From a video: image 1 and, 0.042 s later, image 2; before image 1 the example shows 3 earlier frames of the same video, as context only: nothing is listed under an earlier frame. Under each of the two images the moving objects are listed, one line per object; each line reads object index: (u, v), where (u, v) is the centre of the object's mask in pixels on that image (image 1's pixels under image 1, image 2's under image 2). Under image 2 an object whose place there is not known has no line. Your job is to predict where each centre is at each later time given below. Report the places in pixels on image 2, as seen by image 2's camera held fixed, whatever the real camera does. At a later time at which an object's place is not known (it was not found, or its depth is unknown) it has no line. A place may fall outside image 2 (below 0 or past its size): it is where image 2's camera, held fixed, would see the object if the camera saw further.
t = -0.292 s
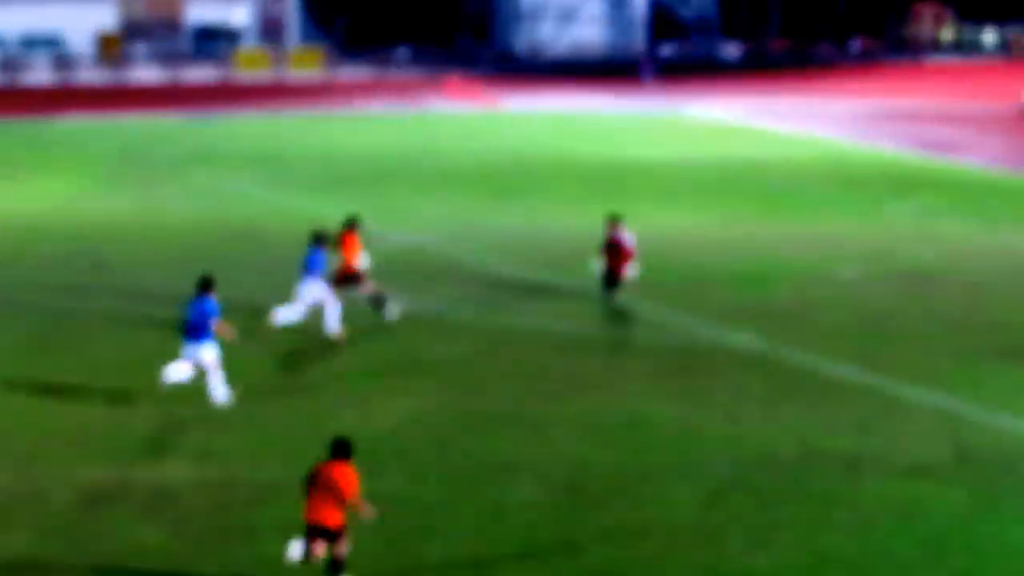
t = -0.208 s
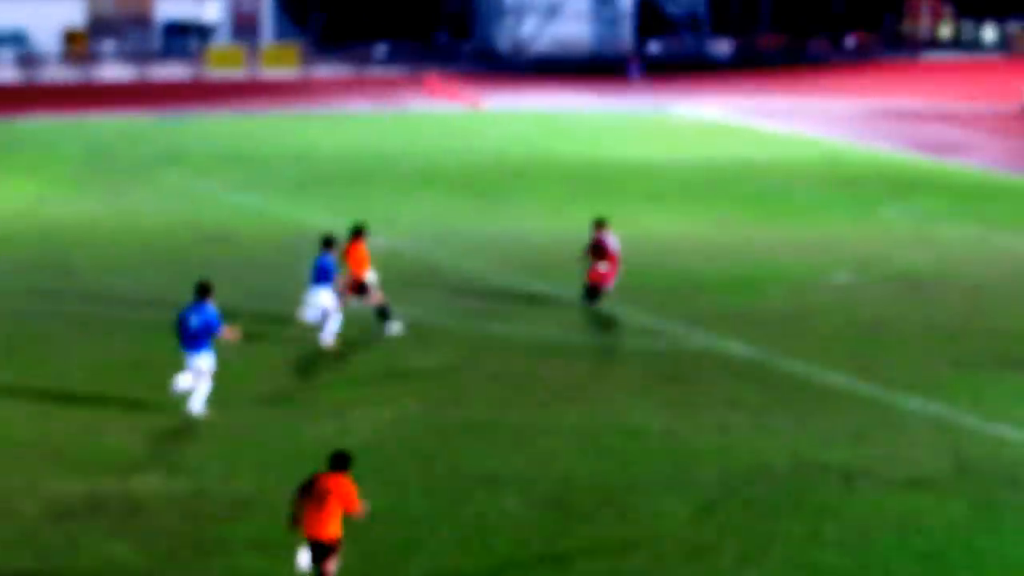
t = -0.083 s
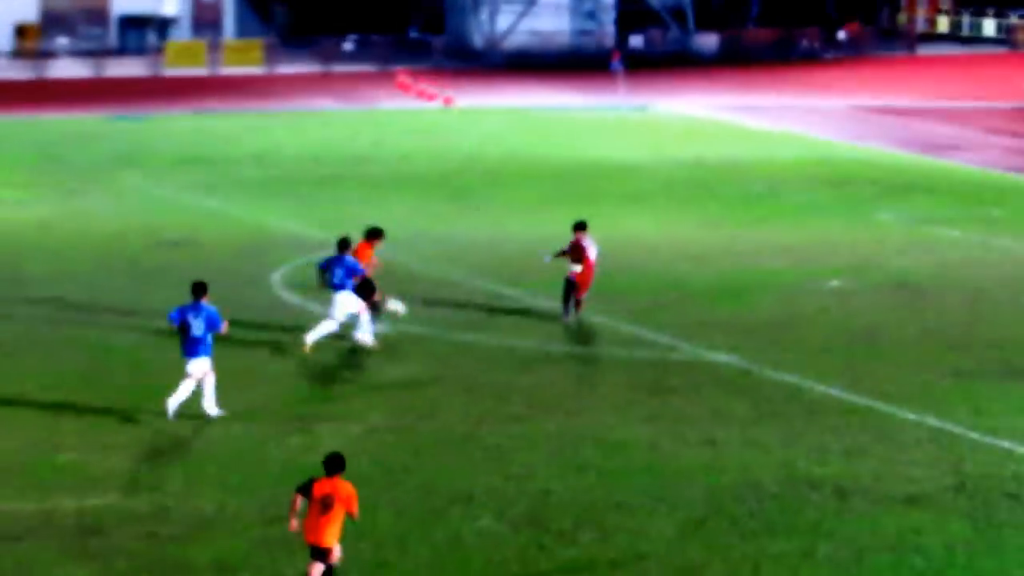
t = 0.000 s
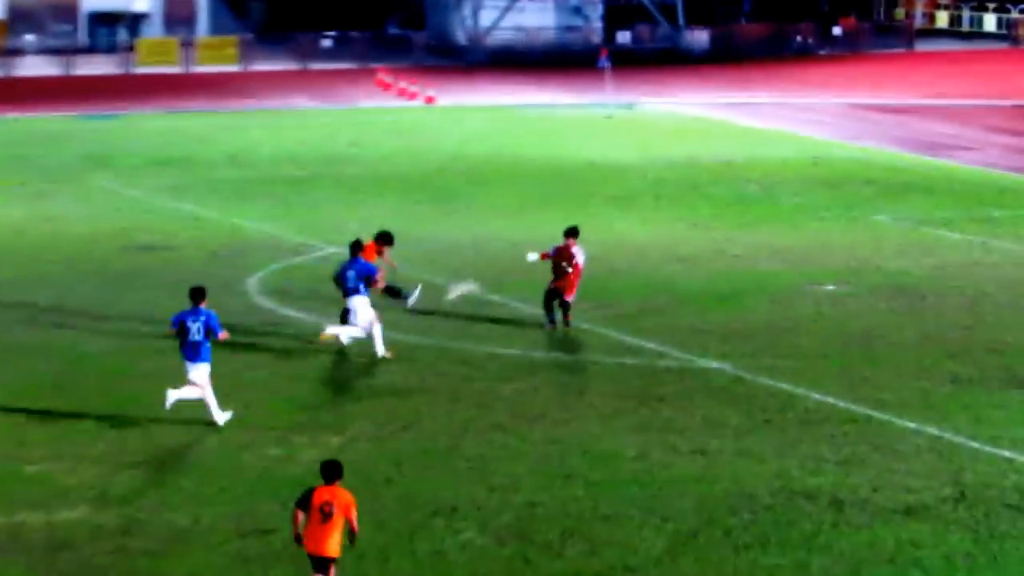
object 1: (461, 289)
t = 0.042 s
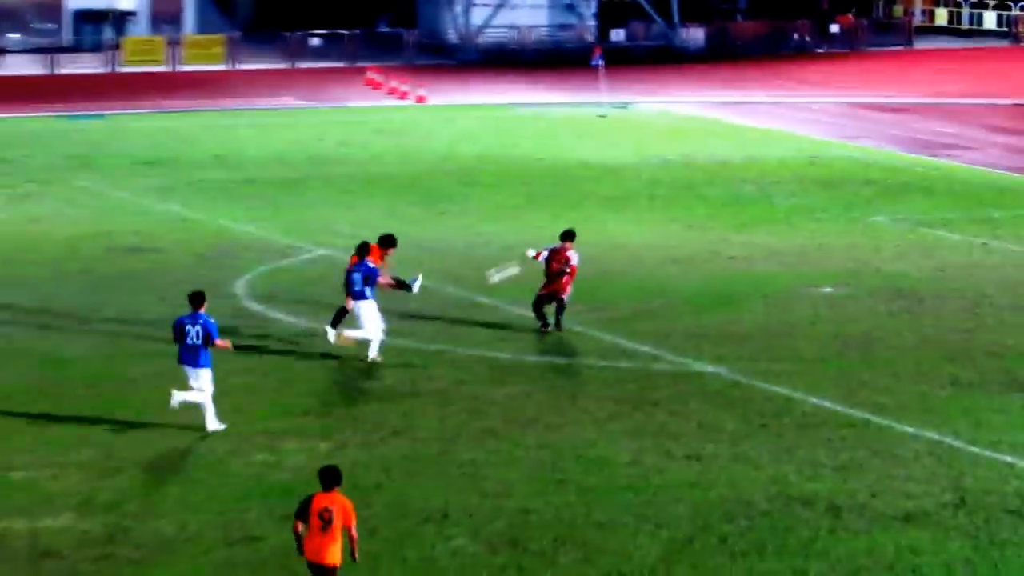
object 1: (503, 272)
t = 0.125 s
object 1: (600, 240)
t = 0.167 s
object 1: (647, 226)
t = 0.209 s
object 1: (695, 215)
